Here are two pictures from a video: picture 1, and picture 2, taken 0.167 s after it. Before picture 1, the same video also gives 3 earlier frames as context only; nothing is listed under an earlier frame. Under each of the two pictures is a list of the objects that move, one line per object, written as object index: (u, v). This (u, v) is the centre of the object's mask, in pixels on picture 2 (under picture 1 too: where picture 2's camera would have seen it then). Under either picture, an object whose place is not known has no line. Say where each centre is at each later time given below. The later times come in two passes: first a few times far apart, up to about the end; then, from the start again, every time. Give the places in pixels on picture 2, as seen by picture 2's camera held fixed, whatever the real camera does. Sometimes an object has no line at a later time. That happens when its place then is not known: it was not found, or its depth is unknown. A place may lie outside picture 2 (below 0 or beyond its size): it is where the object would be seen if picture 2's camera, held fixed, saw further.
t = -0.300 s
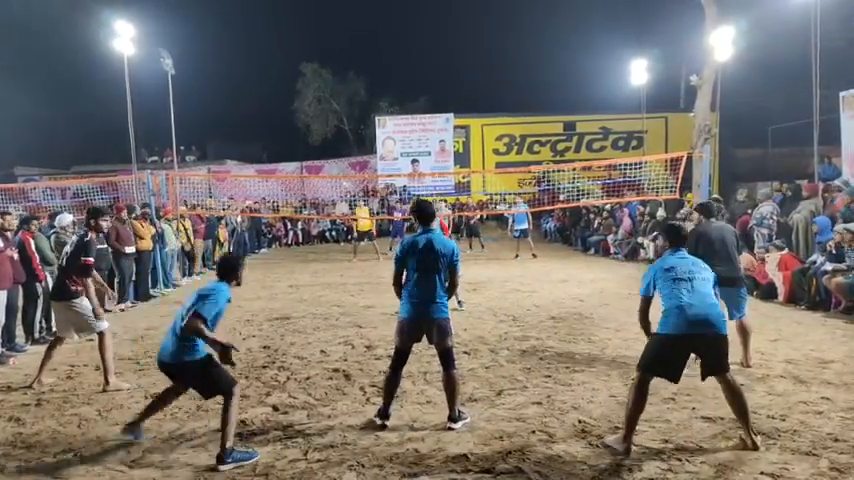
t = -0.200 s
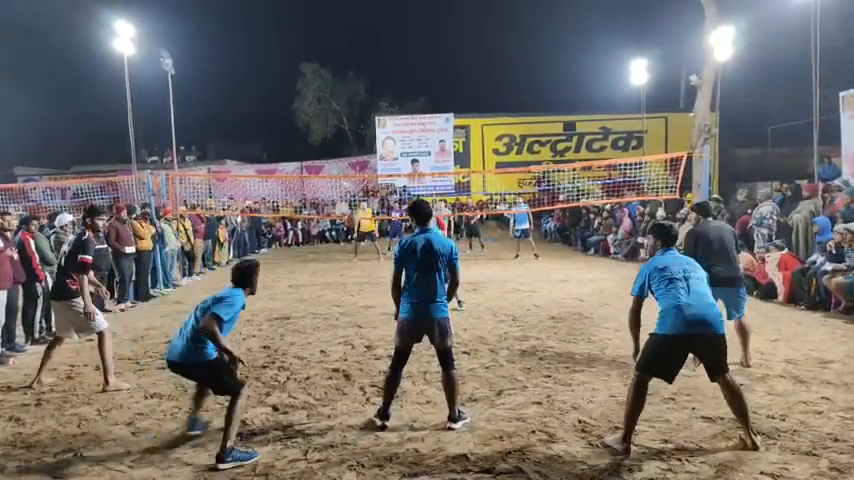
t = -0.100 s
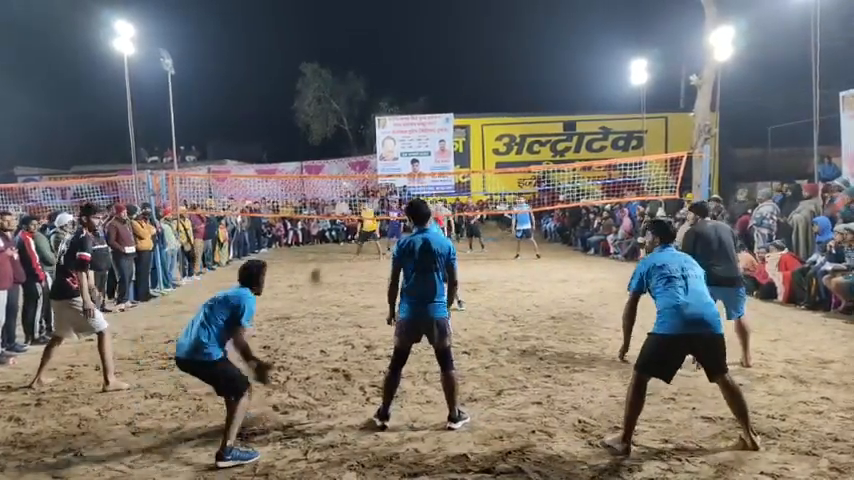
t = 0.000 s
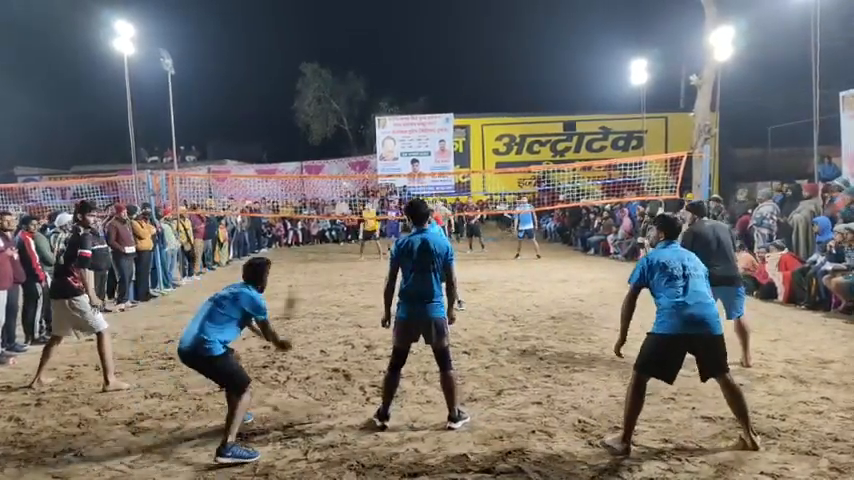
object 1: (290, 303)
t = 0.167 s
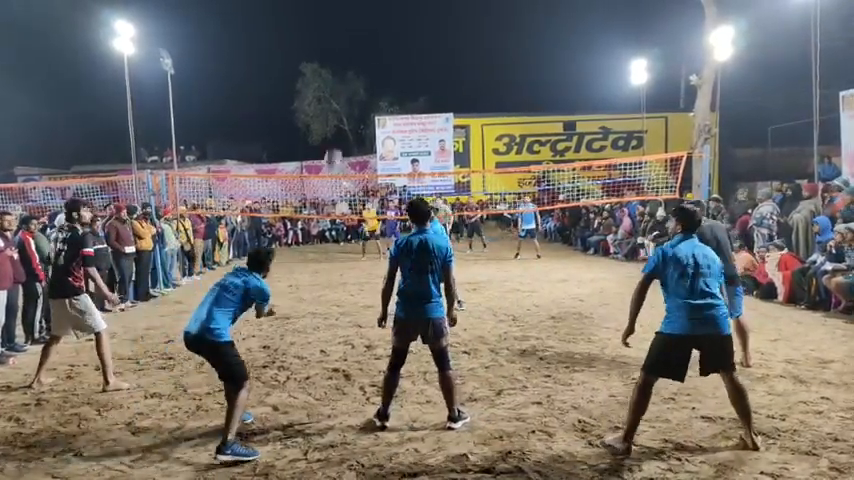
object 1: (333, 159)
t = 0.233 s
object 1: (344, 121)
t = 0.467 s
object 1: (373, 47)
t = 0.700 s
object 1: (393, 25)
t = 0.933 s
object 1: (407, 34)
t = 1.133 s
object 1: (417, 57)
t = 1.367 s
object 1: (426, 96)
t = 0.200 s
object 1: (338, 139)
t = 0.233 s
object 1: (344, 121)
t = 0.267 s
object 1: (349, 107)
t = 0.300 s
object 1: (353, 94)
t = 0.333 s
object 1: (358, 81)
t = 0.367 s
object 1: (362, 71)
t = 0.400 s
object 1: (366, 62)
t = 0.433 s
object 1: (370, 54)
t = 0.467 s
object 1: (373, 47)
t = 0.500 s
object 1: (376, 41)
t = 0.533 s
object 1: (379, 37)
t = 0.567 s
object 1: (383, 33)
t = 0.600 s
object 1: (385, 30)
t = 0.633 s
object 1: (388, 28)
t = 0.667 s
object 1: (391, 26)
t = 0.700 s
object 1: (393, 25)
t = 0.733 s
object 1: (395, 25)
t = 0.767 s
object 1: (398, 25)
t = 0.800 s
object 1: (400, 26)
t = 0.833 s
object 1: (402, 27)
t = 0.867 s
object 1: (404, 29)
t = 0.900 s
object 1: (406, 31)
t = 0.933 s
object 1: (407, 34)
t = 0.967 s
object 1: (409, 37)
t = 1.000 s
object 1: (411, 40)
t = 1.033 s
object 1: (413, 43)
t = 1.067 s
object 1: (414, 48)
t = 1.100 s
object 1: (416, 52)
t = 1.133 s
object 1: (417, 57)
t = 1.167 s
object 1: (418, 61)
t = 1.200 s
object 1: (420, 66)
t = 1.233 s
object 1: (421, 72)
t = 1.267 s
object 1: (422, 78)
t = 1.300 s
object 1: (423, 84)
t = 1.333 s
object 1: (425, 90)
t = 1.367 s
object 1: (426, 96)
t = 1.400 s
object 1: (427, 102)
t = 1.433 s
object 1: (428, 109)
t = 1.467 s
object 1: (429, 112)
